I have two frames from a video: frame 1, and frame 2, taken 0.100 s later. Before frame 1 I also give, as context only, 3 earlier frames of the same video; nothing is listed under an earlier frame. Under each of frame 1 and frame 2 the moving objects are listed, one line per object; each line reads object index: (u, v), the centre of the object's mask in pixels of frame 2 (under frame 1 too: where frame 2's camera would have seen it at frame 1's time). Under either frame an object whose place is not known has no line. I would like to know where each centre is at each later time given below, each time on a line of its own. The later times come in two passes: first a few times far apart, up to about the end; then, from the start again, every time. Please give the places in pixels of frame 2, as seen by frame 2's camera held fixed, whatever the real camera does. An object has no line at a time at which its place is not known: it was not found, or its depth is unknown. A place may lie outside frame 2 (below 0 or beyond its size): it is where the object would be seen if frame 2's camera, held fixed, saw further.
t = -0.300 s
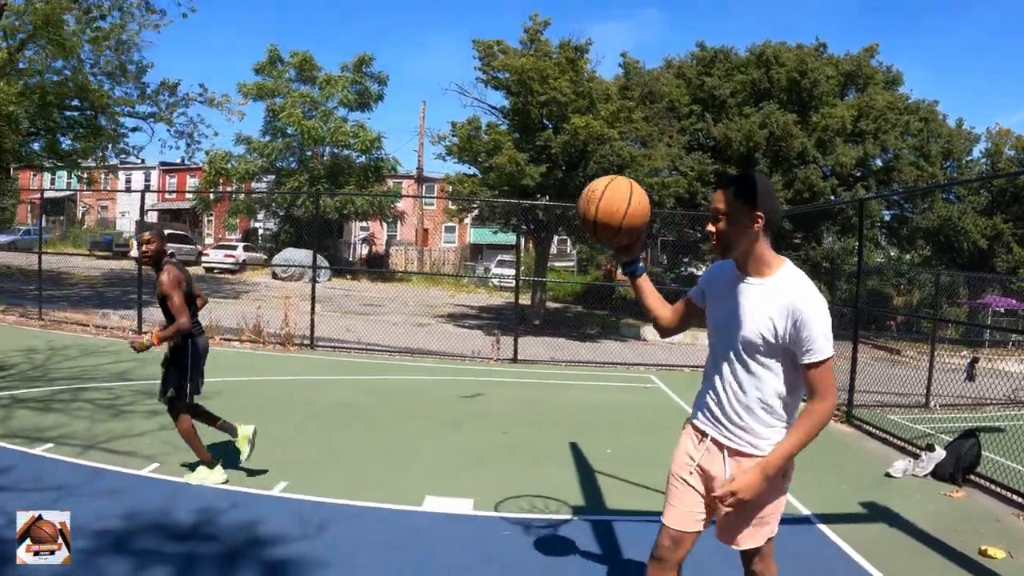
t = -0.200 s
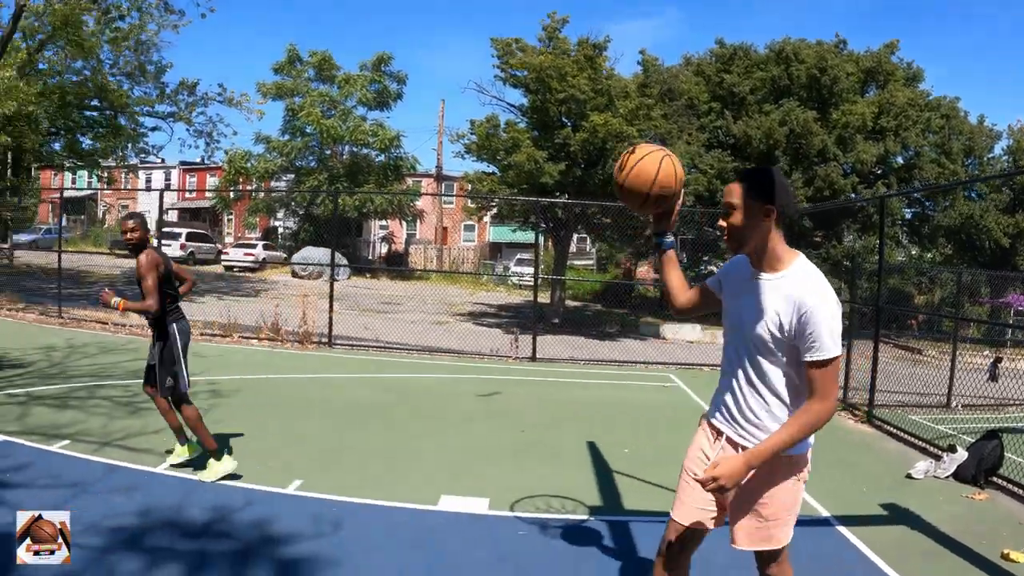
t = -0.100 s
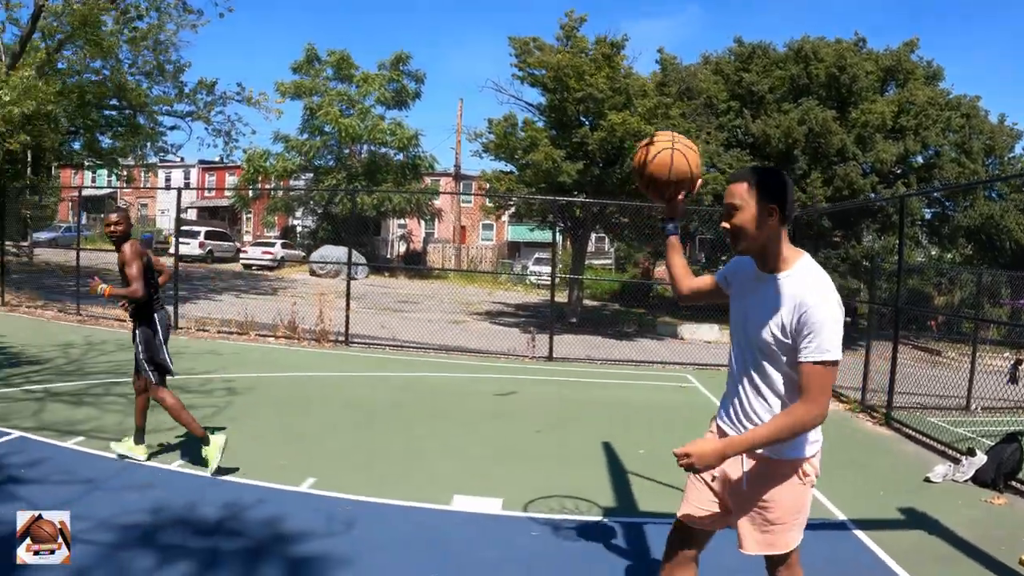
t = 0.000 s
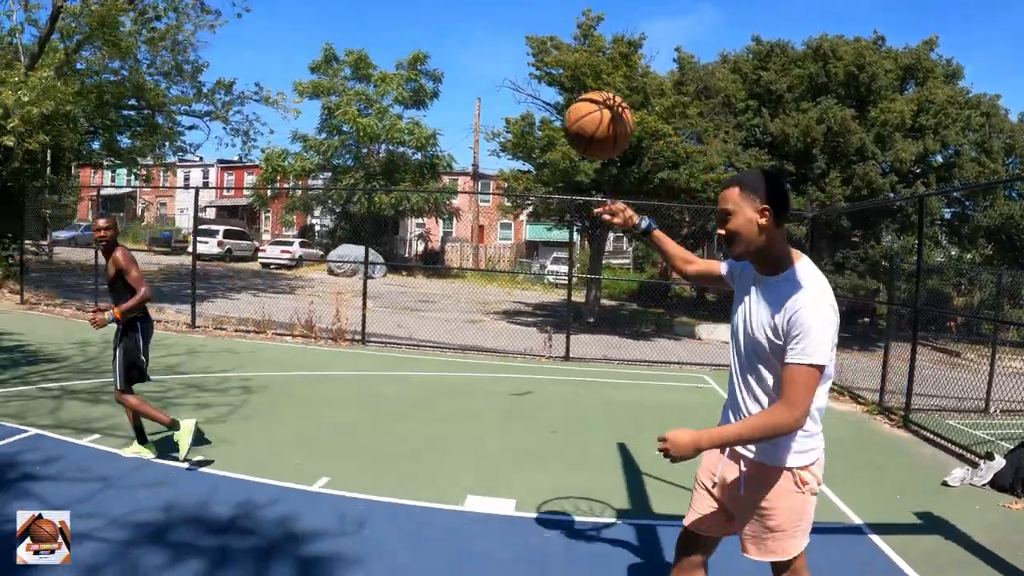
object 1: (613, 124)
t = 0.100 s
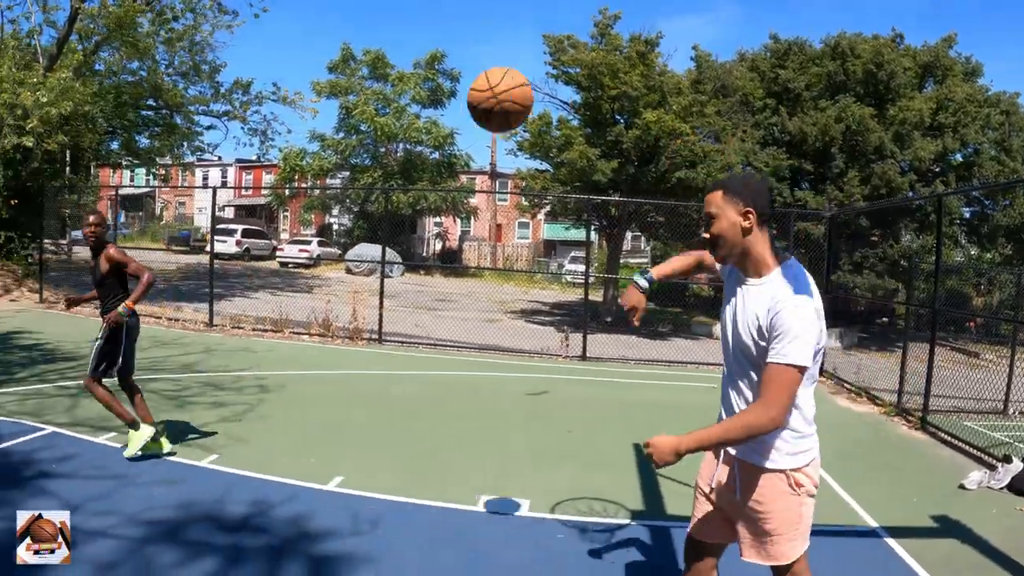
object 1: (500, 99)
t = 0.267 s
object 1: (343, 121)
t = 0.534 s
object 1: (160, 275)
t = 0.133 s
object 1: (465, 98)
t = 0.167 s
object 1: (432, 98)
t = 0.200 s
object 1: (401, 103)
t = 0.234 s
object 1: (372, 111)
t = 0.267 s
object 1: (343, 121)
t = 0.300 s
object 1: (315, 134)
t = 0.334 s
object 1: (290, 150)
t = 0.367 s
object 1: (264, 167)
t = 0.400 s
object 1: (240, 187)
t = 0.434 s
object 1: (219, 207)
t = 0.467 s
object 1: (196, 229)
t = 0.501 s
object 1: (180, 251)
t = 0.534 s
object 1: (160, 275)
